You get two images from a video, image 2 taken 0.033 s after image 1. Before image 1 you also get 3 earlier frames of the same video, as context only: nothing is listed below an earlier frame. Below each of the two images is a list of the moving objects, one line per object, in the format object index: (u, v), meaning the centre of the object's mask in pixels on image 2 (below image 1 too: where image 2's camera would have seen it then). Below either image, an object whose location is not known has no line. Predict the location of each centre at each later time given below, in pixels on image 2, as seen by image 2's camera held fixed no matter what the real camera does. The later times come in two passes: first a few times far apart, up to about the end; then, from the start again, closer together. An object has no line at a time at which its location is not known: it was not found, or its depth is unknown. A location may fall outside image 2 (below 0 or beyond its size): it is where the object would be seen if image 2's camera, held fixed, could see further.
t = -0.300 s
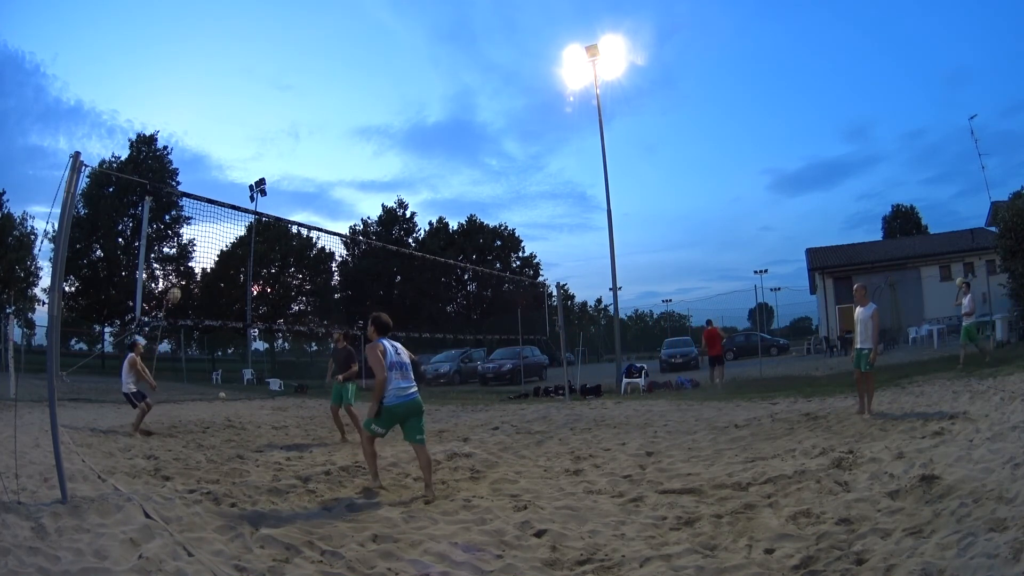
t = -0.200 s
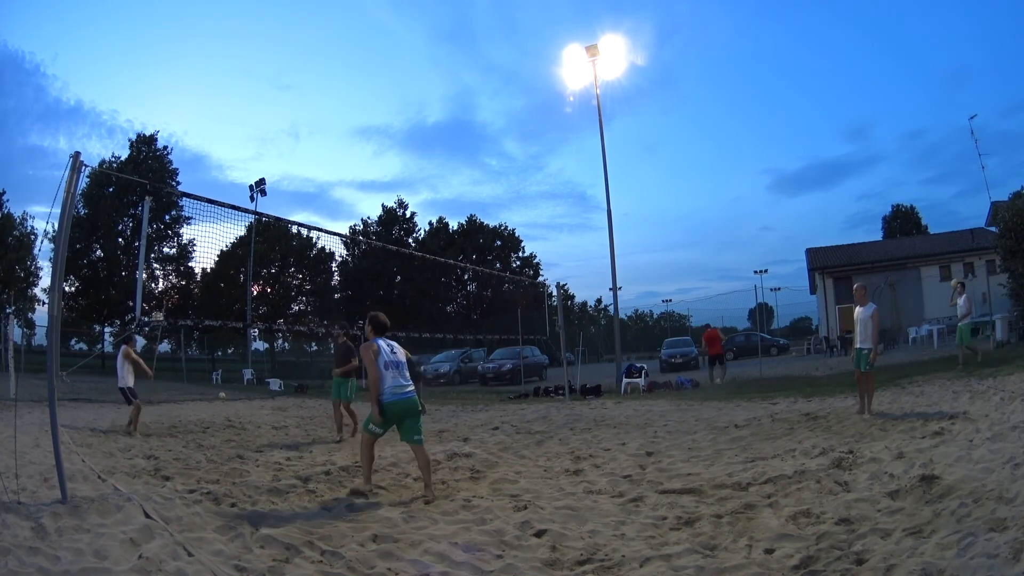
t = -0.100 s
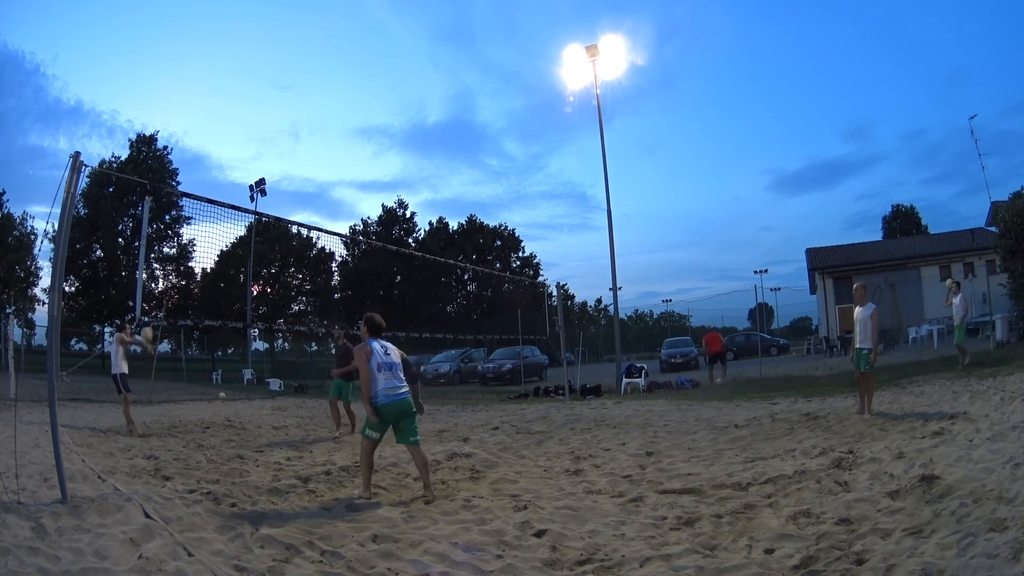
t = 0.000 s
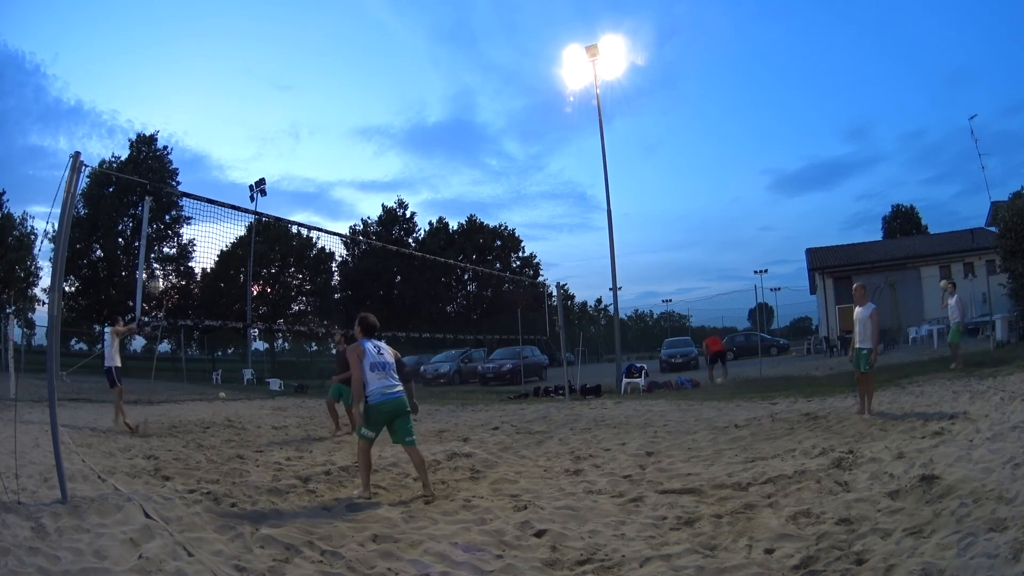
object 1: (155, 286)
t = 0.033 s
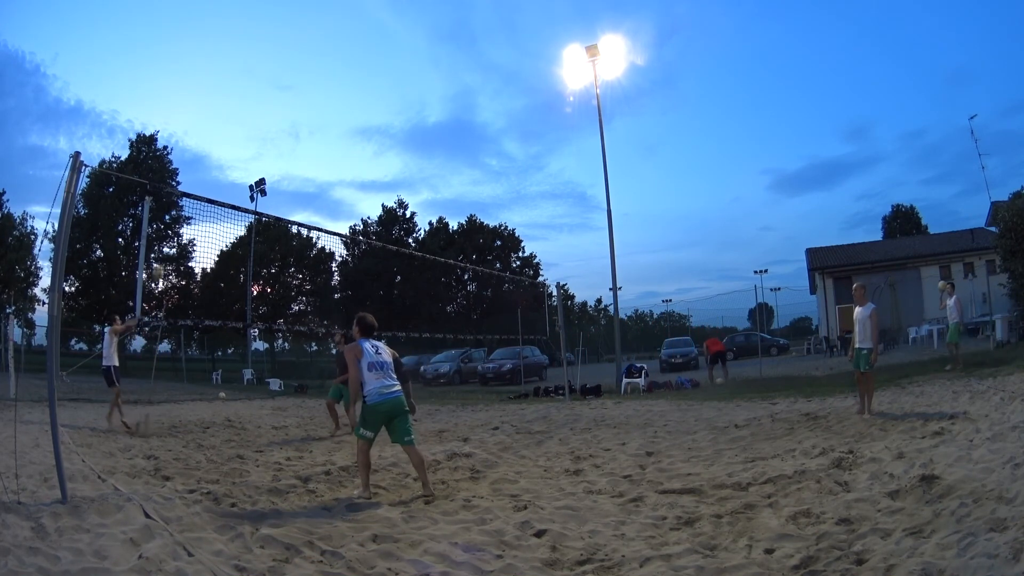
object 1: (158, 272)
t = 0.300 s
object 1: (186, 186)
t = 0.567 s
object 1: (212, 148)
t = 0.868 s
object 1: (234, 150)
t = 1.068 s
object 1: (244, 179)
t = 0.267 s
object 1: (184, 190)
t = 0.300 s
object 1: (186, 186)
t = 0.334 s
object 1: (190, 180)
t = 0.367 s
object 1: (193, 173)
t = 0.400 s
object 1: (197, 167)
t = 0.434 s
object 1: (200, 162)
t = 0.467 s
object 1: (203, 158)
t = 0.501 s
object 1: (206, 154)
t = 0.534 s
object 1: (210, 150)
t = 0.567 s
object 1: (212, 148)
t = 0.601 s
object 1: (215, 146)
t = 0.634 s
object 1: (218, 144)
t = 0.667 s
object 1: (220, 143)
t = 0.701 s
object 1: (223, 143)
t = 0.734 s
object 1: (225, 143)
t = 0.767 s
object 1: (228, 144)
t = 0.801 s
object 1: (230, 145)
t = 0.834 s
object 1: (232, 147)
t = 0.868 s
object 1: (234, 150)
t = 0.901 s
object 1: (236, 153)
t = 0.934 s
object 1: (238, 157)
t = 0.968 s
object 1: (239, 161)
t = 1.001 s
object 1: (241, 166)
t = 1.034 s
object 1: (243, 172)
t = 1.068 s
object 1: (244, 179)
